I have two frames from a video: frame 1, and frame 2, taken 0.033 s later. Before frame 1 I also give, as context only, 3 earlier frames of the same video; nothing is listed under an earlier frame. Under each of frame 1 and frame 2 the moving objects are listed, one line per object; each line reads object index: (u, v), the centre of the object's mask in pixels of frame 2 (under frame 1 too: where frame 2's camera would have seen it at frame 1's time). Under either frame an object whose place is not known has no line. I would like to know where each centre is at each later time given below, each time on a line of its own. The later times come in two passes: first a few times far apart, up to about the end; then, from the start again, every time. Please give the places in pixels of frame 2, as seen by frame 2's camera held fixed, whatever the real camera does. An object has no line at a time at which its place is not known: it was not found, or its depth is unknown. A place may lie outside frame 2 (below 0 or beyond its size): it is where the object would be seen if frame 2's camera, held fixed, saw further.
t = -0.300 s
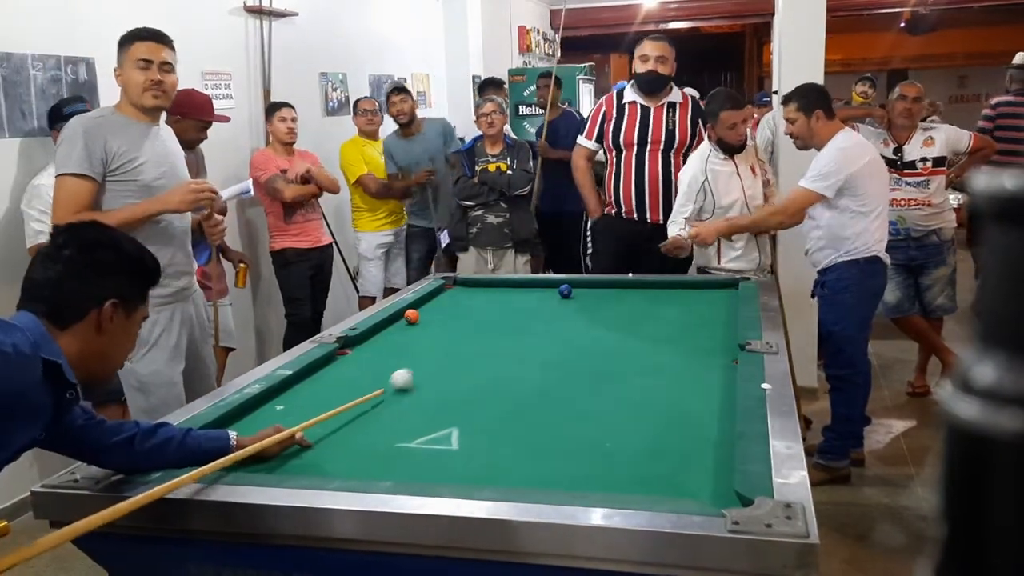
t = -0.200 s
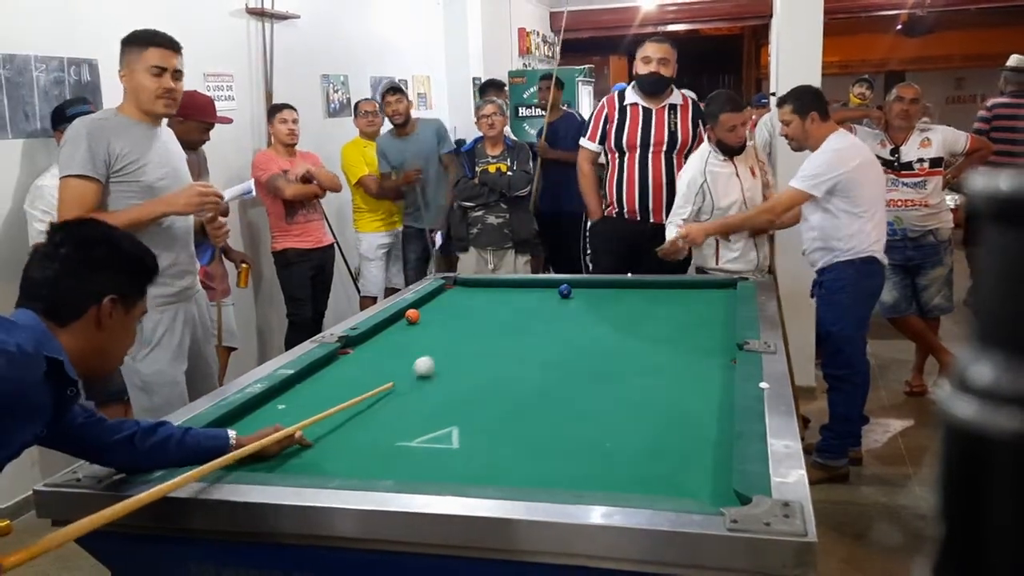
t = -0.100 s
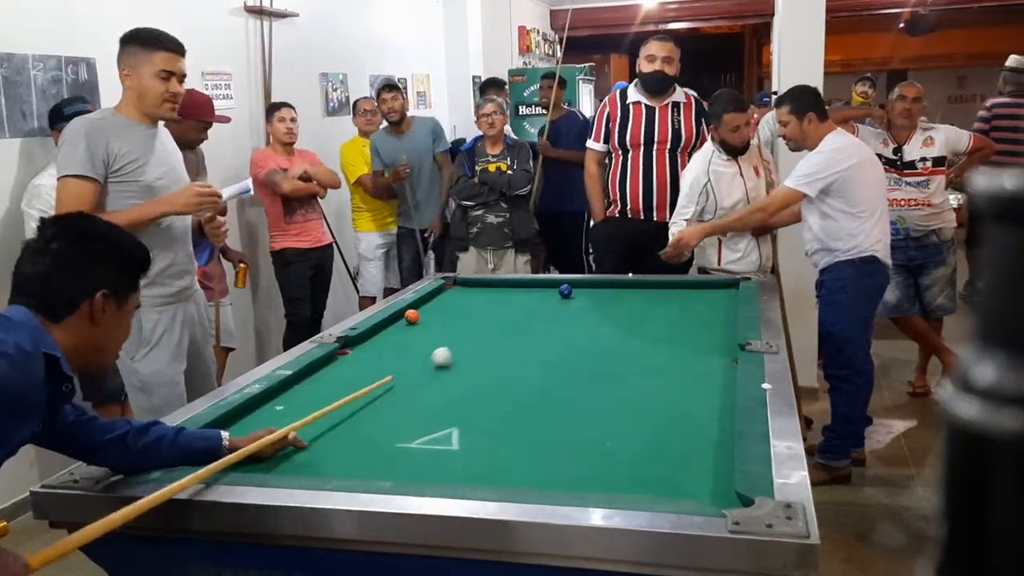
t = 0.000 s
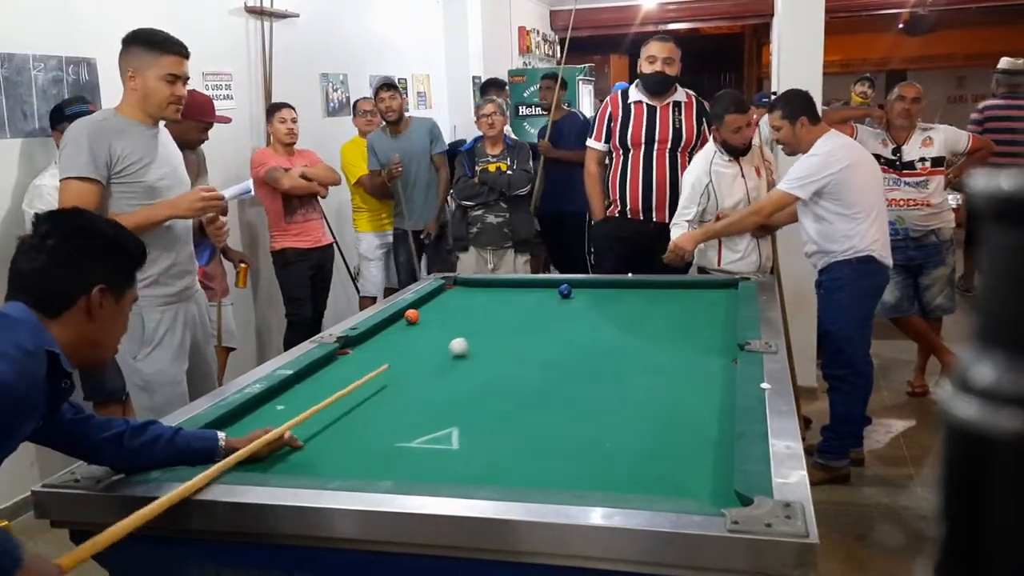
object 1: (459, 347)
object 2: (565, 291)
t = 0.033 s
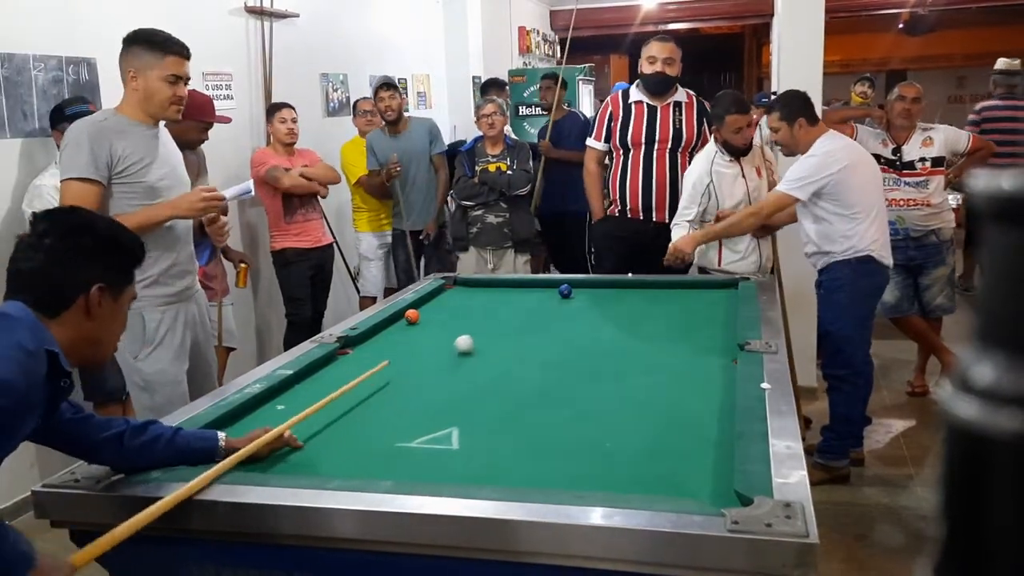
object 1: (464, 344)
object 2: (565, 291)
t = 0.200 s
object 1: (488, 330)
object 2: (565, 291)
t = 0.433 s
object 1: (517, 314)
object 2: (565, 291)
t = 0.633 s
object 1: (539, 302)
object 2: (565, 291)
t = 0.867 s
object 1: (552, 291)
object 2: (574, 289)
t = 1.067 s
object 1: (546, 287)
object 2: (593, 285)
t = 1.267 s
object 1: (541, 283)
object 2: (604, 286)
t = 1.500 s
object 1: (532, 284)
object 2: (613, 288)
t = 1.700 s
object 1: (523, 286)
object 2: (621, 291)
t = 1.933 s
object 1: (514, 289)
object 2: (629, 293)
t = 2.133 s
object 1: (507, 290)
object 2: (635, 295)
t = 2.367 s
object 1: (500, 292)
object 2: (642, 297)
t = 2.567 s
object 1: (495, 293)
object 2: (647, 298)
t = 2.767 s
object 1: (492, 293)
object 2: (652, 300)
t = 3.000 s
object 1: (488, 294)
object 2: (656, 301)
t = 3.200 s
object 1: (486, 294)
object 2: (658, 301)
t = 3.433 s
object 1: (486, 294)
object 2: (660, 302)
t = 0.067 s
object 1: (469, 341)
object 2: (565, 291)
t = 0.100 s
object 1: (474, 338)
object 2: (565, 291)
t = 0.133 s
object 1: (479, 335)
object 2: (565, 291)
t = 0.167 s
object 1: (484, 333)
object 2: (565, 291)
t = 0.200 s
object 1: (488, 330)
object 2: (565, 291)
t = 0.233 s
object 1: (493, 327)
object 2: (565, 291)
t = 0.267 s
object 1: (497, 325)
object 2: (565, 291)
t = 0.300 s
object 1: (502, 323)
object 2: (565, 291)
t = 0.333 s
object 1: (506, 320)
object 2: (565, 291)
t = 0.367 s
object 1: (510, 318)
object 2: (565, 291)
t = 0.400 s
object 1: (514, 316)
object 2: (565, 291)
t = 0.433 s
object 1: (517, 314)
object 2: (565, 291)
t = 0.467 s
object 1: (521, 312)
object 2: (565, 291)
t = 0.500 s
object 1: (525, 310)
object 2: (565, 291)
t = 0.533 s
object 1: (528, 308)
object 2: (565, 291)
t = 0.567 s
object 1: (532, 306)
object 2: (565, 291)
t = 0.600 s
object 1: (536, 304)
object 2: (565, 291)
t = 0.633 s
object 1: (539, 302)
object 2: (565, 291)
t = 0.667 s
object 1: (542, 299)
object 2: (565, 291)
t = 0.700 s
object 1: (545, 298)
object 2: (565, 291)
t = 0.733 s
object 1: (548, 296)
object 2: (565, 291)
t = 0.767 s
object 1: (552, 294)
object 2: (565, 291)
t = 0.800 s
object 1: (554, 293)
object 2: (566, 291)
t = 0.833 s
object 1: (553, 292)
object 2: (569, 290)
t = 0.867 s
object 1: (552, 291)
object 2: (574, 289)
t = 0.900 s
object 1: (551, 291)
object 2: (577, 288)
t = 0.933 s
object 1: (550, 290)
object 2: (581, 287)
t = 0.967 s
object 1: (549, 290)
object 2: (584, 287)
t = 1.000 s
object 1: (548, 288)
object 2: (587, 286)
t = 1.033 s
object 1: (547, 288)
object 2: (590, 286)
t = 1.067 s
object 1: (546, 287)
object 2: (593, 285)
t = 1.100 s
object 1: (545, 286)
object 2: (596, 284)
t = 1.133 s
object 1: (544, 286)
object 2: (598, 284)
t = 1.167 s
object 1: (544, 285)
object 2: (599, 285)
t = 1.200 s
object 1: (542, 284)
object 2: (601, 285)
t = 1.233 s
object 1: (542, 284)
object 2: (602, 286)
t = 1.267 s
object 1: (541, 283)
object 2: (604, 286)
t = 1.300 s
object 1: (540, 283)
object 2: (604, 286)
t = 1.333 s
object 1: (539, 283)
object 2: (606, 287)
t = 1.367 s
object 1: (537, 283)
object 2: (607, 287)
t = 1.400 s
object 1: (536, 283)
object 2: (608, 287)
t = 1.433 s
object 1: (535, 284)
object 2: (610, 287)
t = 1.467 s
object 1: (534, 284)
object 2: (611, 287)
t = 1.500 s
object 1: (532, 284)
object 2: (613, 288)
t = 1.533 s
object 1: (531, 284)
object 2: (614, 288)
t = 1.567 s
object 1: (529, 285)
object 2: (615, 288)
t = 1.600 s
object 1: (528, 285)
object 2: (617, 289)
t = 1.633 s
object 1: (526, 286)
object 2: (618, 290)
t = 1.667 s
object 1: (525, 286)
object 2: (619, 290)
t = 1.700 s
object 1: (523, 286)
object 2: (621, 291)
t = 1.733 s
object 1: (522, 287)
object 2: (622, 291)
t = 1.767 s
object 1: (521, 287)
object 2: (623, 291)
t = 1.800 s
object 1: (519, 287)
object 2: (624, 292)
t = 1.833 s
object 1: (518, 288)
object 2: (626, 292)
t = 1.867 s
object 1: (517, 288)
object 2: (627, 292)
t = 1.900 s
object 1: (516, 288)
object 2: (628, 293)
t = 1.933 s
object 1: (514, 289)
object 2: (629, 293)
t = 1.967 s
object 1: (513, 289)
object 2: (630, 293)
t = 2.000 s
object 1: (512, 289)
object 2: (631, 294)
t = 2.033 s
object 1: (511, 289)
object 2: (632, 294)
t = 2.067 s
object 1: (510, 290)
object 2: (634, 294)
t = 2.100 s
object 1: (508, 290)
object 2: (634, 295)
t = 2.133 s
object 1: (507, 290)
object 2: (635, 295)
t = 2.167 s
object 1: (506, 290)
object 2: (636, 296)
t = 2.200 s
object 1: (505, 291)
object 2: (637, 296)
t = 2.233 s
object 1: (504, 291)
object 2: (639, 296)
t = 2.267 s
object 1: (503, 291)
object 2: (639, 297)
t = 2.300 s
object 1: (502, 291)
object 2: (640, 297)
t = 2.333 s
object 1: (501, 292)
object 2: (641, 297)
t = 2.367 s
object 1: (500, 292)
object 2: (642, 297)
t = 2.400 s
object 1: (500, 292)
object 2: (643, 297)
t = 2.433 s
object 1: (499, 292)
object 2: (644, 297)
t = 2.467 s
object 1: (498, 292)
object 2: (645, 298)
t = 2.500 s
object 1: (497, 293)
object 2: (646, 298)
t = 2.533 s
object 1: (496, 293)
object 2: (646, 298)
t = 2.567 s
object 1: (495, 293)
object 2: (647, 298)
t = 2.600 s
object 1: (495, 293)
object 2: (648, 298)
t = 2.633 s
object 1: (494, 293)
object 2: (649, 298)
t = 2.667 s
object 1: (494, 293)
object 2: (650, 298)
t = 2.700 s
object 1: (494, 293)
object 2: (650, 298)
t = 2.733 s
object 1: (492, 293)
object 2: (651, 299)
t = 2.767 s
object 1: (492, 293)
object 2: (652, 300)
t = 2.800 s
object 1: (491, 293)
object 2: (652, 300)
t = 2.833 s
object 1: (490, 294)
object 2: (653, 300)
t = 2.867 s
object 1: (489, 294)
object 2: (654, 300)
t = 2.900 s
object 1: (489, 294)
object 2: (654, 300)
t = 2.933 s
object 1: (489, 294)
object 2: (655, 301)
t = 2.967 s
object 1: (489, 294)
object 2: (655, 301)
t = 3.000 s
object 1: (488, 294)
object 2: (656, 301)
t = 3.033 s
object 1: (488, 294)
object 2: (656, 301)
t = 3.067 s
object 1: (487, 294)
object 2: (657, 301)
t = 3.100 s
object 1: (487, 294)
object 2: (657, 301)
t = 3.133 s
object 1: (487, 294)
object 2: (657, 301)
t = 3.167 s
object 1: (487, 294)
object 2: (658, 301)
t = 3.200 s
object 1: (486, 294)
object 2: (658, 301)
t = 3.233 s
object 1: (486, 294)
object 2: (658, 301)
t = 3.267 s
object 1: (486, 294)
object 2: (659, 301)
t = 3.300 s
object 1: (486, 294)
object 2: (659, 301)
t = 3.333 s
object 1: (486, 294)
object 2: (659, 301)
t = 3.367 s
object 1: (486, 294)
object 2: (659, 301)
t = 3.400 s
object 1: (486, 294)
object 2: (660, 302)
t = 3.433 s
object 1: (486, 294)
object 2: (660, 302)
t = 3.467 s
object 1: (486, 295)
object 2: (660, 302)
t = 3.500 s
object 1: (486, 294)
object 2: (660, 302)
